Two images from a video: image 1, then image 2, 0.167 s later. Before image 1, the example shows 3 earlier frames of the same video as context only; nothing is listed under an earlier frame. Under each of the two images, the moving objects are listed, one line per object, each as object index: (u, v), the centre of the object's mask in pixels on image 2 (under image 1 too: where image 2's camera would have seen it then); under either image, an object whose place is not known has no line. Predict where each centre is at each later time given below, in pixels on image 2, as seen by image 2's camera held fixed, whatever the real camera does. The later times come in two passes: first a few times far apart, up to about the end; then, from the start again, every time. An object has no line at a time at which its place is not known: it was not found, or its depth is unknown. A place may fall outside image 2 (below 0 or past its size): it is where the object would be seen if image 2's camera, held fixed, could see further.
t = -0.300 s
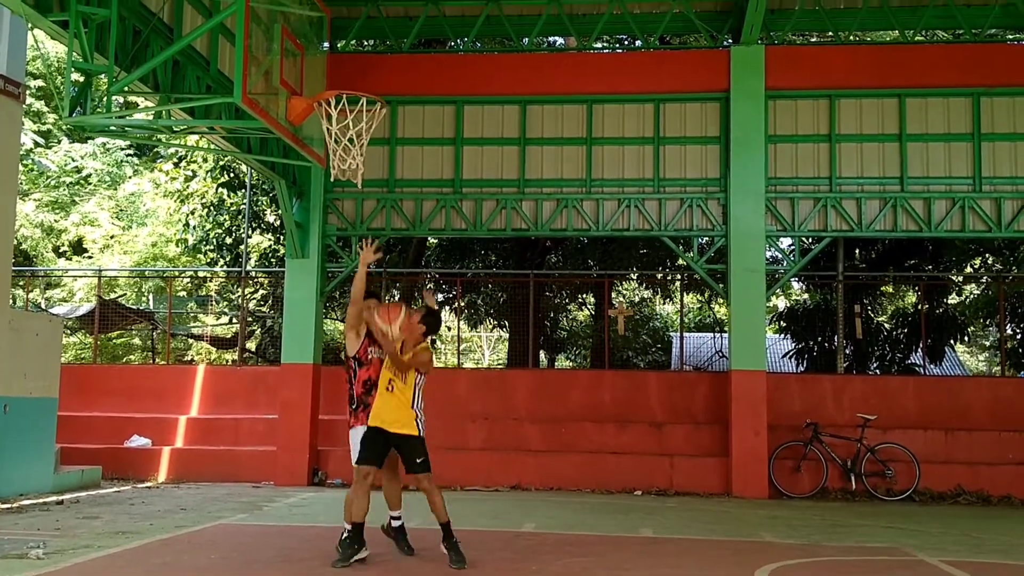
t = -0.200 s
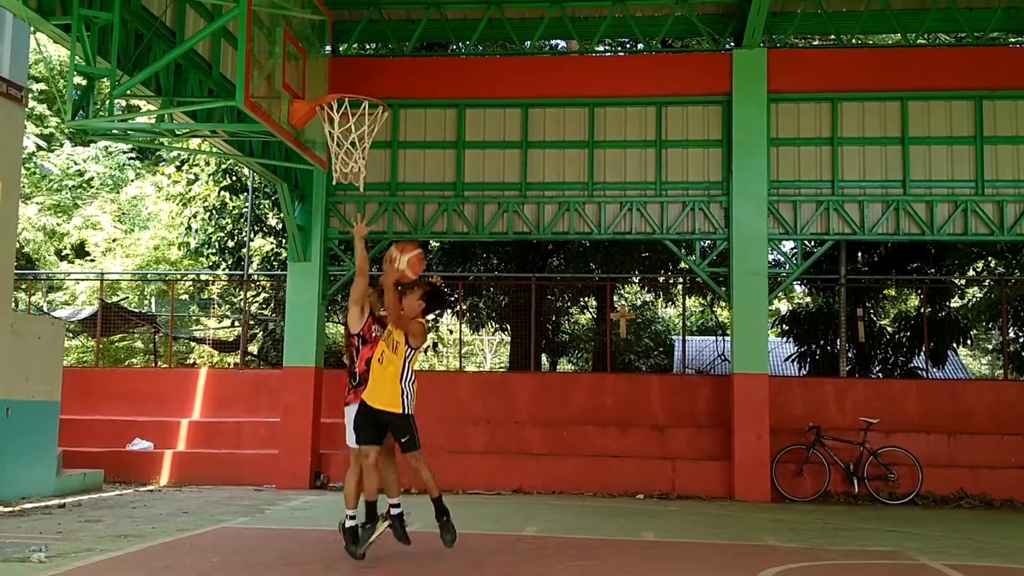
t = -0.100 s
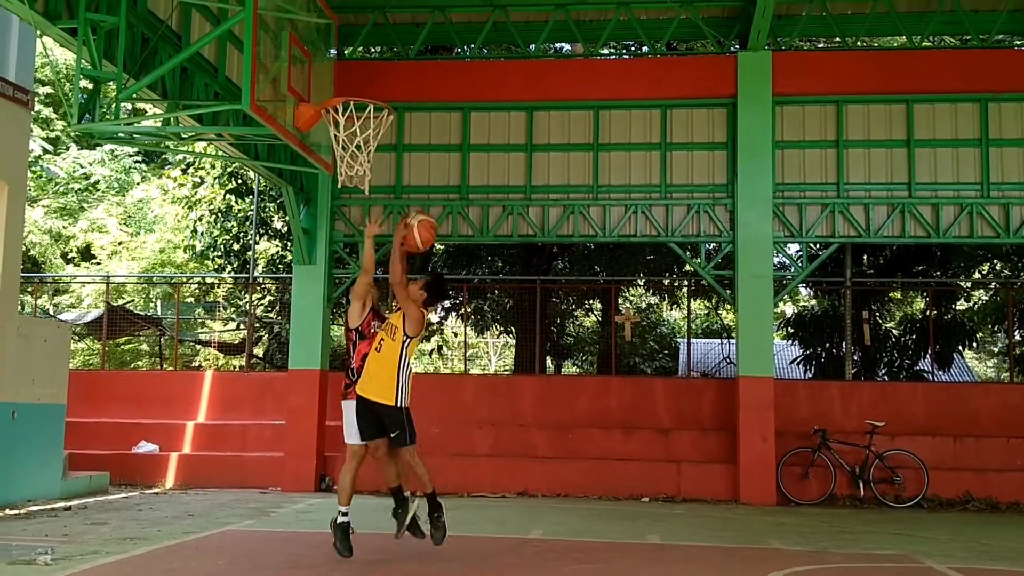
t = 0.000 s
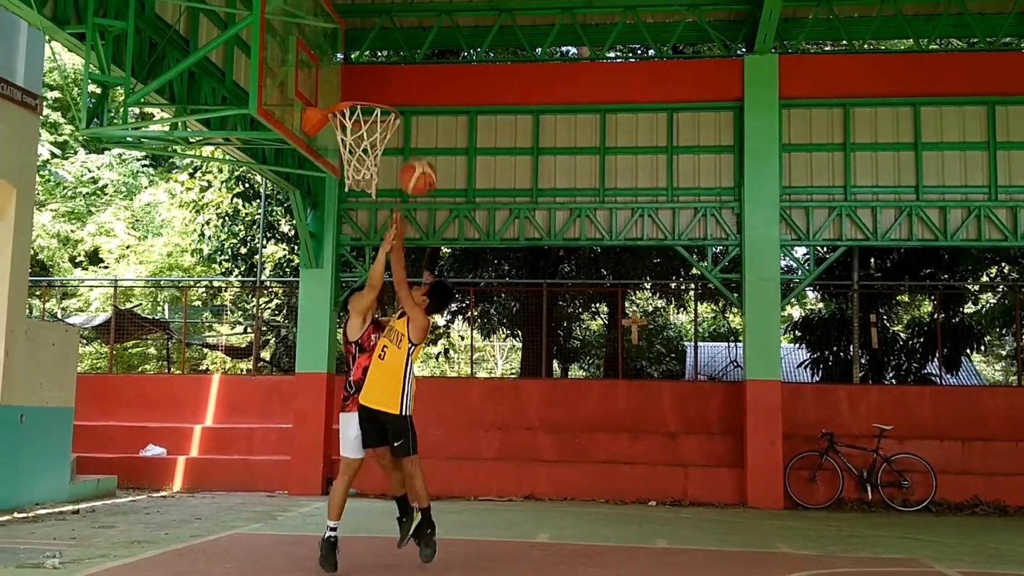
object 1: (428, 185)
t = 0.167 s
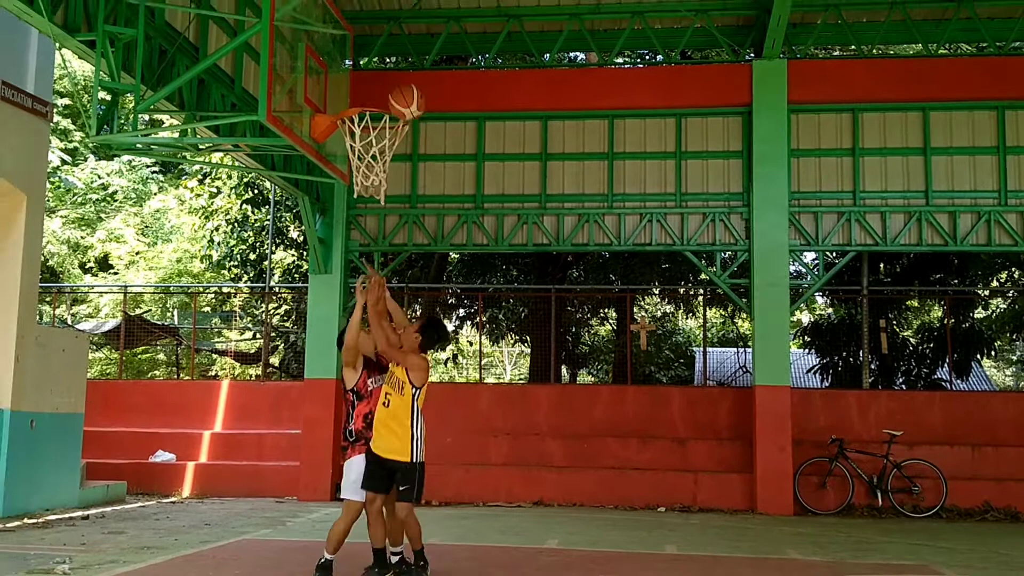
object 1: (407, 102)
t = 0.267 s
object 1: (394, 74)
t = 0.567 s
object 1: (361, 78)
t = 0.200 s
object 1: (403, 91)
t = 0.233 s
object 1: (398, 82)
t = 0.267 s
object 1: (394, 74)
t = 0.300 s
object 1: (391, 69)
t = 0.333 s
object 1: (388, 65)
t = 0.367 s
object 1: (384, 62)
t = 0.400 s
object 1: (380, 61)
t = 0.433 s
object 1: (376, 62)
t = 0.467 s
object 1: (372, 63)
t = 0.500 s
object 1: (368, 67)
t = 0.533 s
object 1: (364, 72)
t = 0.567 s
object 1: (361, 78)
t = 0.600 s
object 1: (357, 85)
